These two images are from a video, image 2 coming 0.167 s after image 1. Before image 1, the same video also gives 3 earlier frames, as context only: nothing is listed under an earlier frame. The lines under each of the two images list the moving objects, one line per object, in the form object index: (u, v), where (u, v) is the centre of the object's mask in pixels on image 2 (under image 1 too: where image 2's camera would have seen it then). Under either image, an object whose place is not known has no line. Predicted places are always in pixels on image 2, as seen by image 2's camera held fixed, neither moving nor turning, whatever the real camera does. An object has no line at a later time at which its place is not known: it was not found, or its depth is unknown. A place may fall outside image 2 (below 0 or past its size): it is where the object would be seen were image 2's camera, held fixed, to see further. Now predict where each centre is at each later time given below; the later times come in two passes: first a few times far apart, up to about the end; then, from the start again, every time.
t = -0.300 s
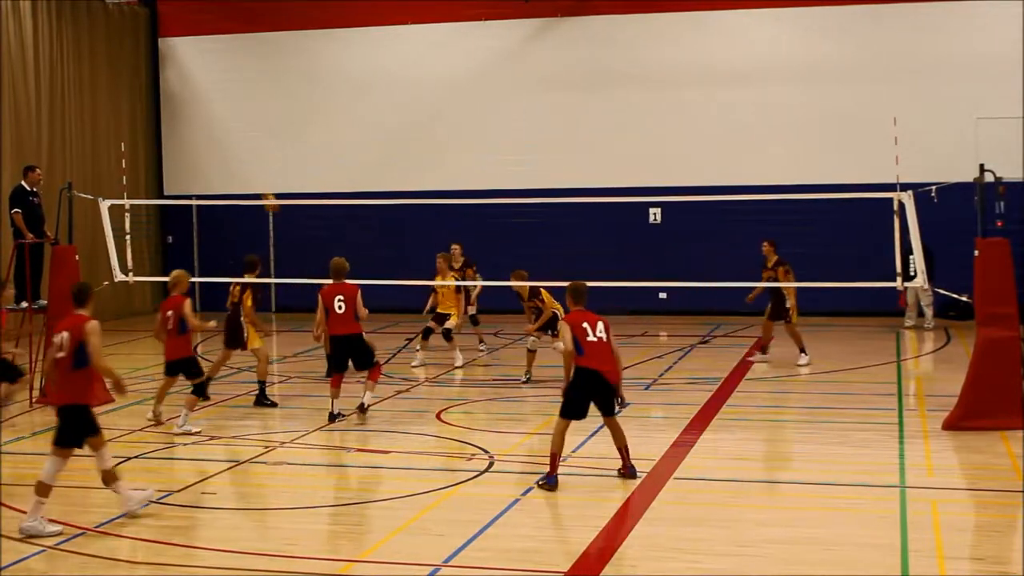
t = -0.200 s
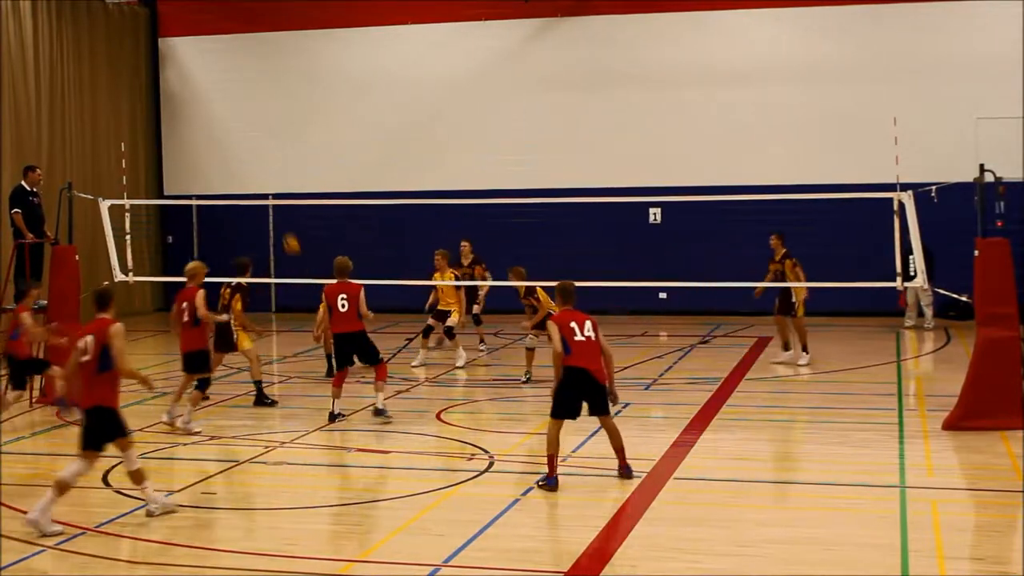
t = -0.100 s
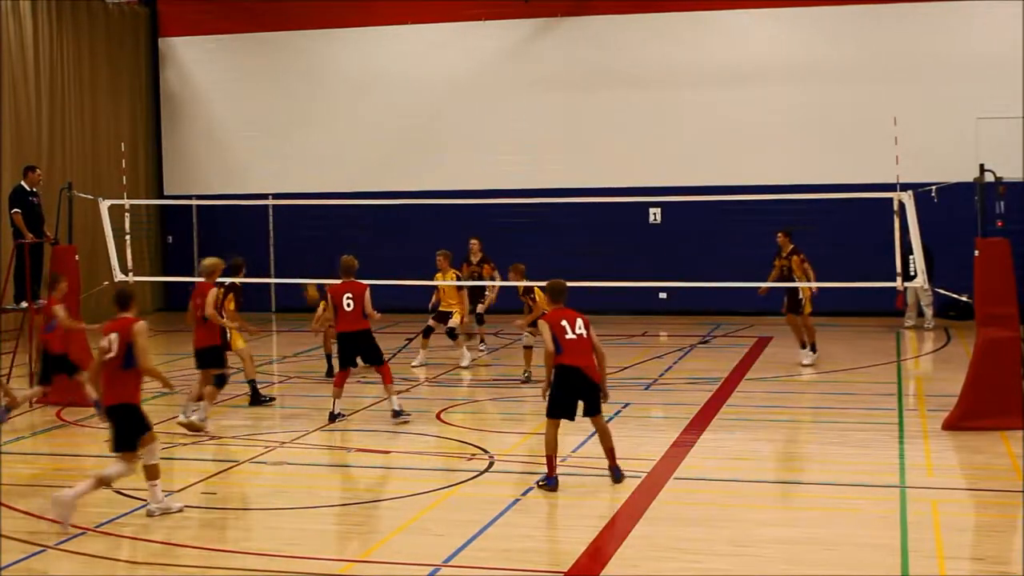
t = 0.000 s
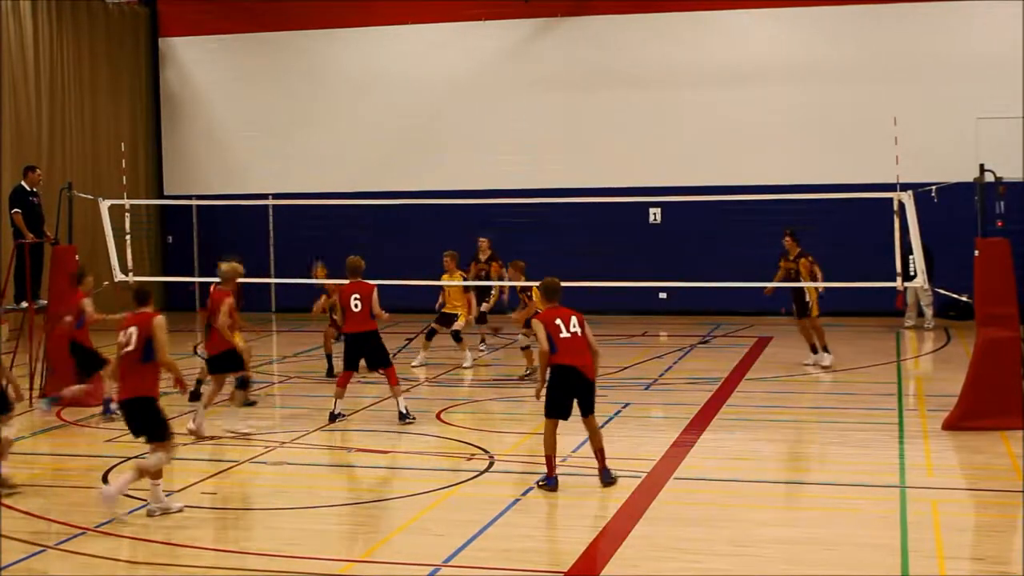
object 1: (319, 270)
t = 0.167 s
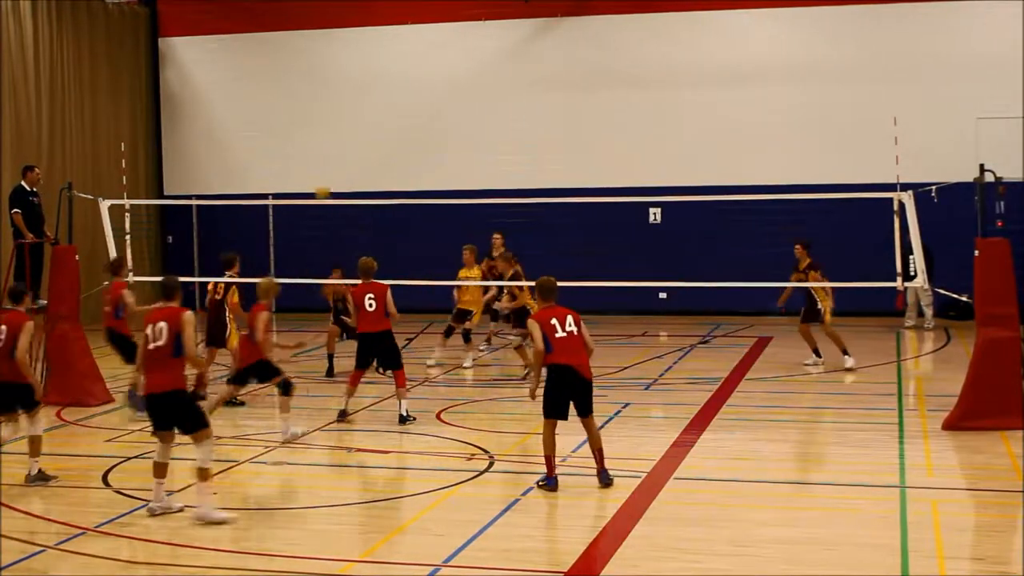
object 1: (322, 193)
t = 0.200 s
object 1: (323, 180)
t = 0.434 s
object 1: (328, 109)
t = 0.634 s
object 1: (334, 79)
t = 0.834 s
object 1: (341, 78)
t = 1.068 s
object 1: (350, 119)
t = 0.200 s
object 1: (323, 180)
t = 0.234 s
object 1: (324, 168)
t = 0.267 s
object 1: (324, 156)
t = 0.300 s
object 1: (325, 145)
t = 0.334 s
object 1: (326, 135)
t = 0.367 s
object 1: (326, 125)
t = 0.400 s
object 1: (327, 116)
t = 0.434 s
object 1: (328, 109)
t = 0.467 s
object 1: (329, 102)
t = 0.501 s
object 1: (330, 96)
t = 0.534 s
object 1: (331, 90)
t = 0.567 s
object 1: (332, 85)
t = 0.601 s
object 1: (333, 82)
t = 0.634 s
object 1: (334, 79)
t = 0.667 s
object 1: (336, 77)
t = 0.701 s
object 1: (336, 76)
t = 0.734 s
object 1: (337, 76)
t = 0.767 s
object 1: (339, 76)
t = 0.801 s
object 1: (340, 76)
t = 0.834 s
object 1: (341, 78)
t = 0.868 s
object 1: (343, 82)
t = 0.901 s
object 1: (344, 86)
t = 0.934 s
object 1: (345, 91)
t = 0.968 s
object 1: (346, 97)
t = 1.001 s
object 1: (348, 102)
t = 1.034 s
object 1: (349, 111)
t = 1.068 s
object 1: (350, 119)
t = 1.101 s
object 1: (351, 127)
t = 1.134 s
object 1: (353, 138)
